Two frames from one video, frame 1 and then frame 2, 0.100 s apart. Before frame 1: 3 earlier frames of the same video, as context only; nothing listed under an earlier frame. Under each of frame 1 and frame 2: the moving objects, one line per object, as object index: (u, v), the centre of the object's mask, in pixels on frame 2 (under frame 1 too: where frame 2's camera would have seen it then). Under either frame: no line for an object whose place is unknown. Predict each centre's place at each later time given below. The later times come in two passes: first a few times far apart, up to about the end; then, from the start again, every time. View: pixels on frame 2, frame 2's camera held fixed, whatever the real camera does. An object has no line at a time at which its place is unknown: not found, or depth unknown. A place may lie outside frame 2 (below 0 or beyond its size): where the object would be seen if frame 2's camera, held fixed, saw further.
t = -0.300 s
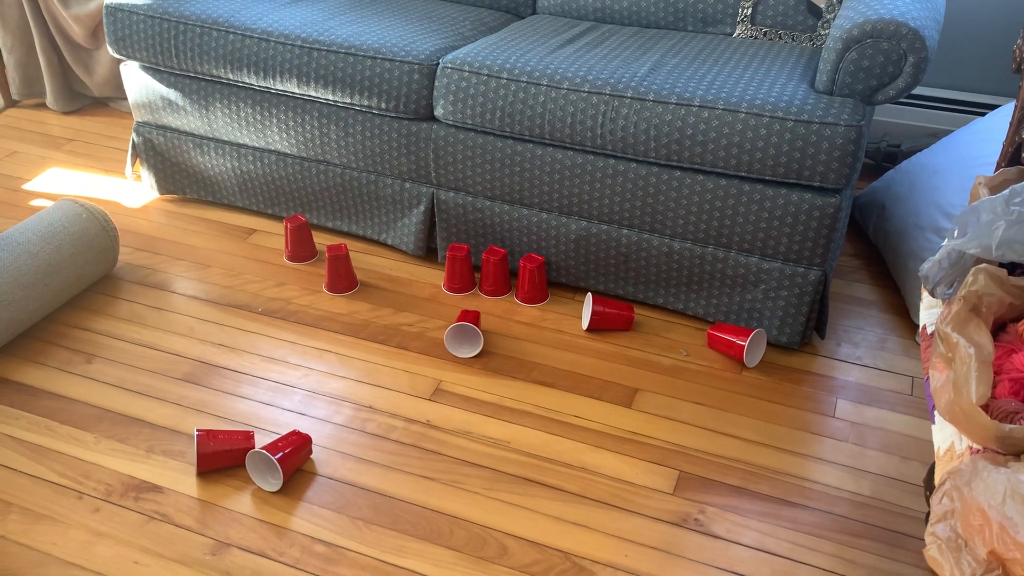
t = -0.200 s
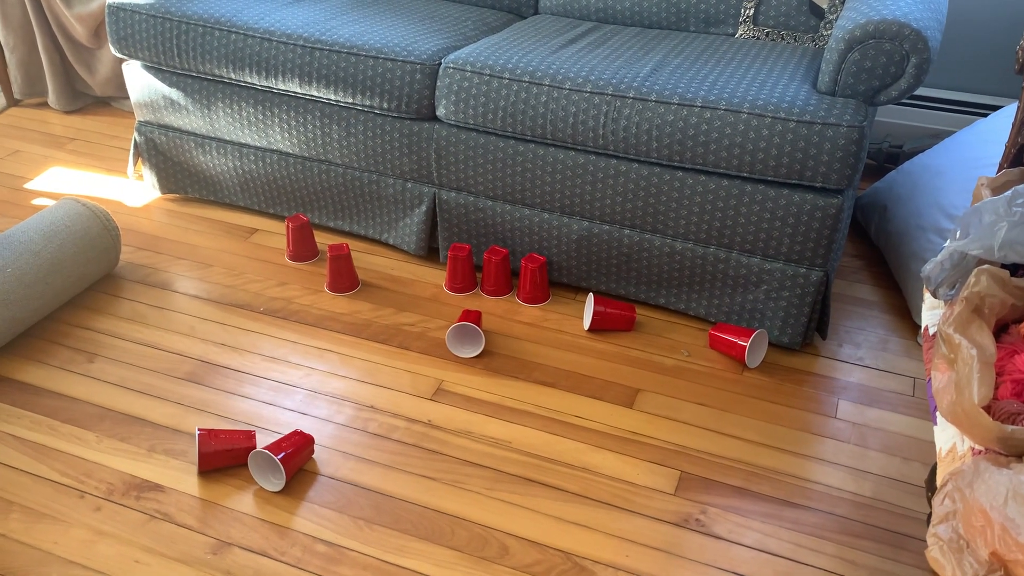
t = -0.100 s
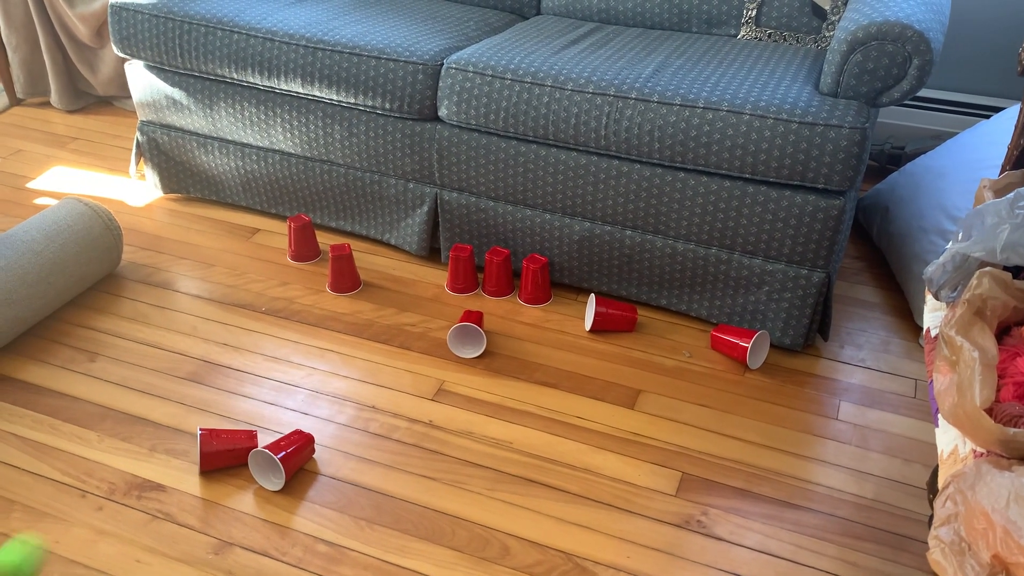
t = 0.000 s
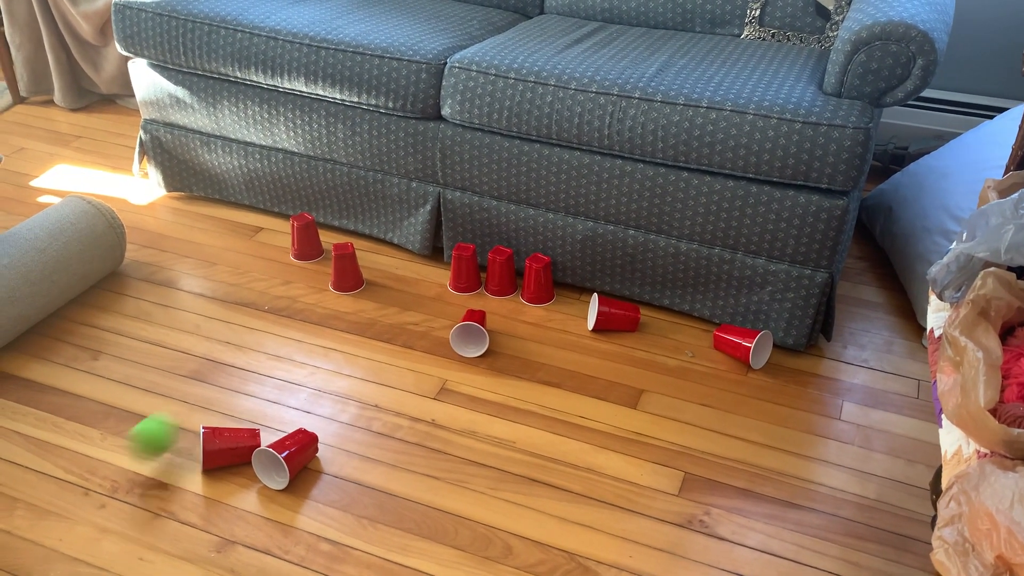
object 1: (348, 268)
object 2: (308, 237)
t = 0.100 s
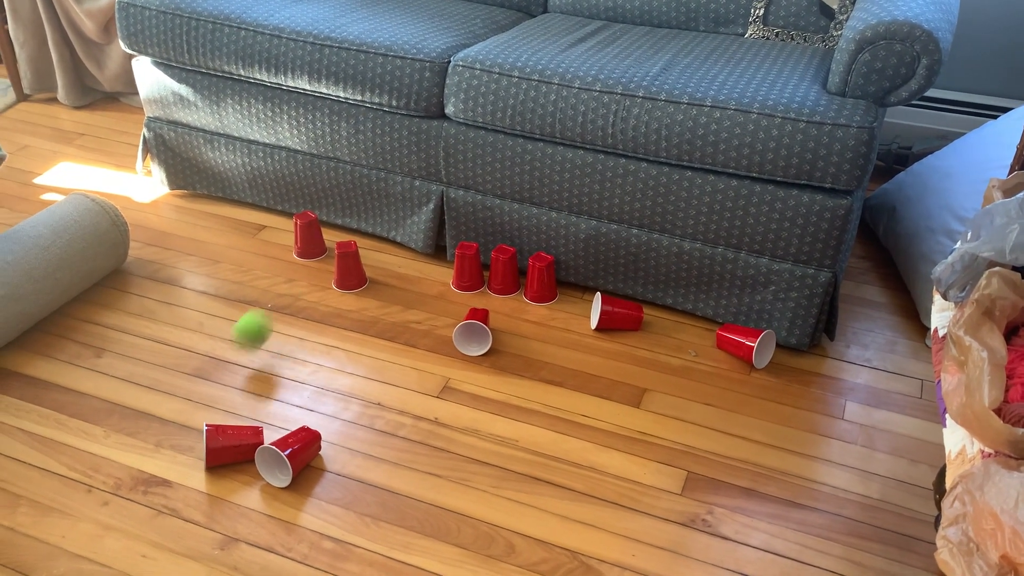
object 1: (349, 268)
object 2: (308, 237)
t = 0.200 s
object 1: (355, 267)
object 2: (307, 235)
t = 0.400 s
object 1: (437, 257)
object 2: (308, 237)
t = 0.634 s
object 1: (427, 273)
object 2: (262, 248)
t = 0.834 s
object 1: (412, 272)
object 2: (211, 259)
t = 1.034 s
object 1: (406, 267)
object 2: (202, 261)
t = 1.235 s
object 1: (412, 266)
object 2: (202, 261)
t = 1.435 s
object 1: (413, 269)
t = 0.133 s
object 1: (349, 268)
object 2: (308, 237)
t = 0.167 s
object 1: (349, 268)
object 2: (308, 237)
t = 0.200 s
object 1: (355, 267)
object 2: (307, 235)
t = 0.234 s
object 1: (390, 260)
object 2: (308, 237)
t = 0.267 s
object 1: (422, 252)
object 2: (308, 237)
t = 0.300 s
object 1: (435, 252)
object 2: (308, 237)
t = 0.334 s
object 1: (435, 253)
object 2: (308, 237)
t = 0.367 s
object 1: (436, 255)
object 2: (308, 237)
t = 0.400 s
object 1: (437, 257)
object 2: (308, 237)
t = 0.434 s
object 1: (437, 259)
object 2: (309, 237)
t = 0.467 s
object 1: (436, 262)
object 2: (309, 237)
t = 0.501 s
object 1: (435, 266)
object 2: (308, 237)
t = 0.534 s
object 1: (433, 270)
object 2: (304, 238)
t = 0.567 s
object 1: (431, 271)
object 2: (289, 241)
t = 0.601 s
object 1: (429, 272)
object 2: (275, 245)
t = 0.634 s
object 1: (427, 273)
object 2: (262, 248)
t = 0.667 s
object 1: (426, 273)
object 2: (251, 250)
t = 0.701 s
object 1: (423, 273)
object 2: (241, 252)
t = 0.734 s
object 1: (421, 274)
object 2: (232, 254)
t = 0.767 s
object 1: (418, 274)
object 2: (224, 255)
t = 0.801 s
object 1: (415, 274)
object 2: (217, 257)
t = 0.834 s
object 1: (412, 272)
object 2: (211, 259)
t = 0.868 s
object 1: (410, 271)
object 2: (207, 260)
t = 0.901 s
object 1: (408, 271)
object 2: (204, 260)
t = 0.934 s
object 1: (407, 271)
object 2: (202, 261)
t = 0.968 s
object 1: (406, 271)
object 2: (202, 261)
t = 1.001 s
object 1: (406, 268)
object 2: (202, 261)
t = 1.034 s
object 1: (406, 267)
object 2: (202, 261)
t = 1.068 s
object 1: (406, 268)
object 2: (202, 261)
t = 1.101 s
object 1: (407, 267)
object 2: (202, 261)
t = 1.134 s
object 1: (408, 266)
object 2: (202, 261)
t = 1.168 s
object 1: (410, 266)
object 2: (202, 261)
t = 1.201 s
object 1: (411, 266)
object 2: (202, 261)
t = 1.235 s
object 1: (412, 266)
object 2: (202, 261)
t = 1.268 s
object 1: (413, 267)
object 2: (202, 261)
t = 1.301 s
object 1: (414, 267)
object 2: (202, 261)
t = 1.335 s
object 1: (414, 268)
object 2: (202, 261)
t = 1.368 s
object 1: (413, 268)
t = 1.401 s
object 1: (413, 268)
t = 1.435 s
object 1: (413, 269)
